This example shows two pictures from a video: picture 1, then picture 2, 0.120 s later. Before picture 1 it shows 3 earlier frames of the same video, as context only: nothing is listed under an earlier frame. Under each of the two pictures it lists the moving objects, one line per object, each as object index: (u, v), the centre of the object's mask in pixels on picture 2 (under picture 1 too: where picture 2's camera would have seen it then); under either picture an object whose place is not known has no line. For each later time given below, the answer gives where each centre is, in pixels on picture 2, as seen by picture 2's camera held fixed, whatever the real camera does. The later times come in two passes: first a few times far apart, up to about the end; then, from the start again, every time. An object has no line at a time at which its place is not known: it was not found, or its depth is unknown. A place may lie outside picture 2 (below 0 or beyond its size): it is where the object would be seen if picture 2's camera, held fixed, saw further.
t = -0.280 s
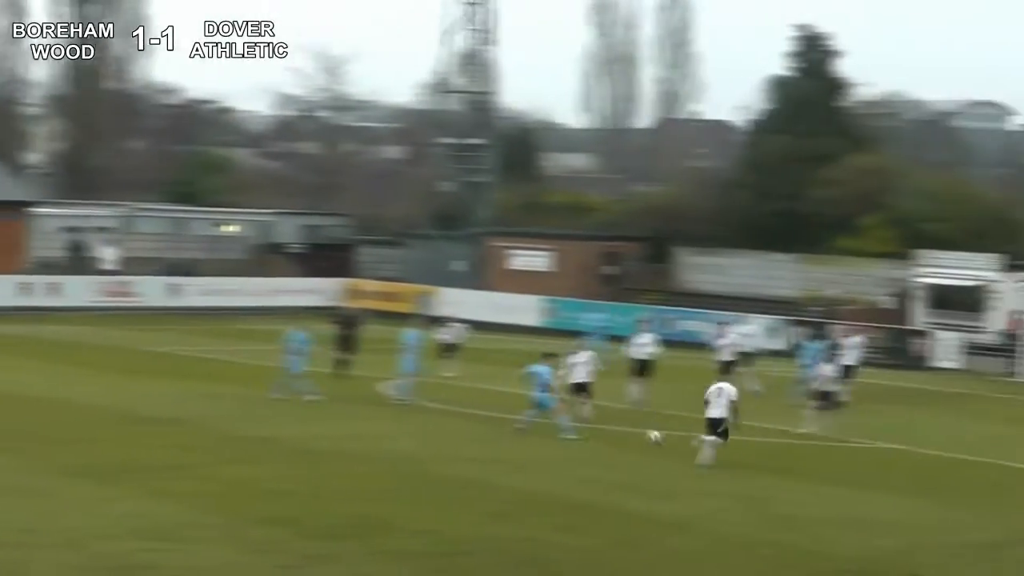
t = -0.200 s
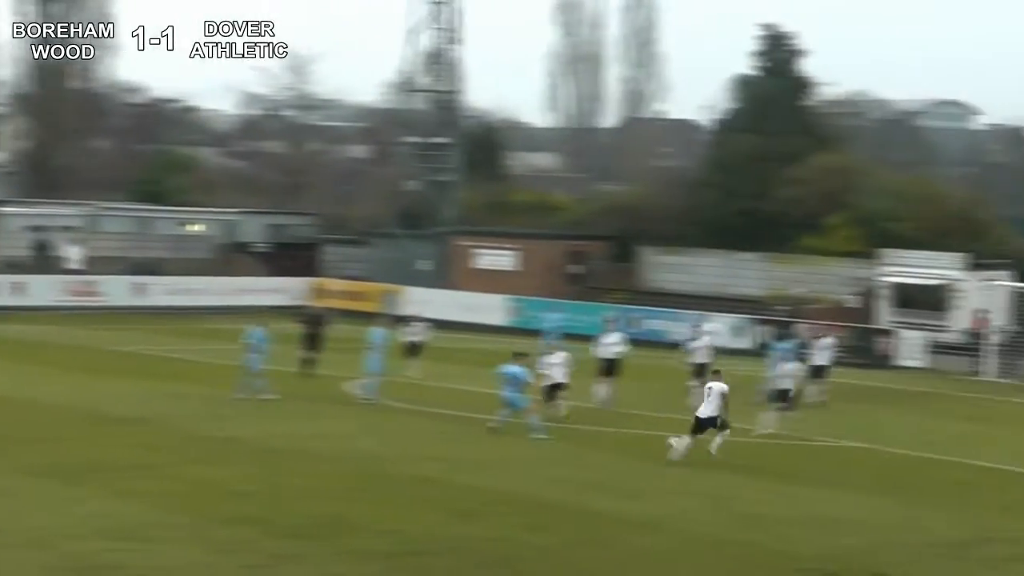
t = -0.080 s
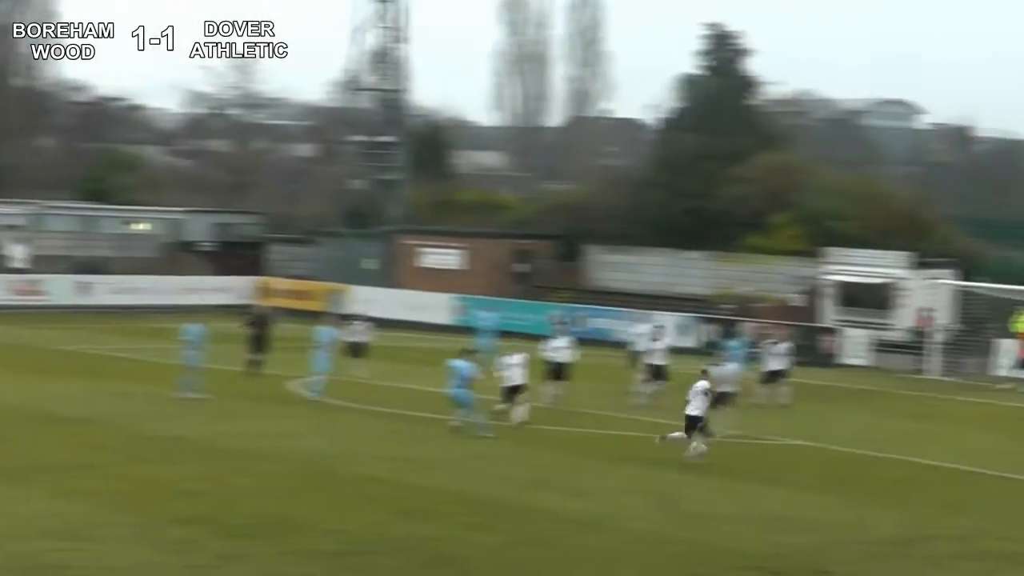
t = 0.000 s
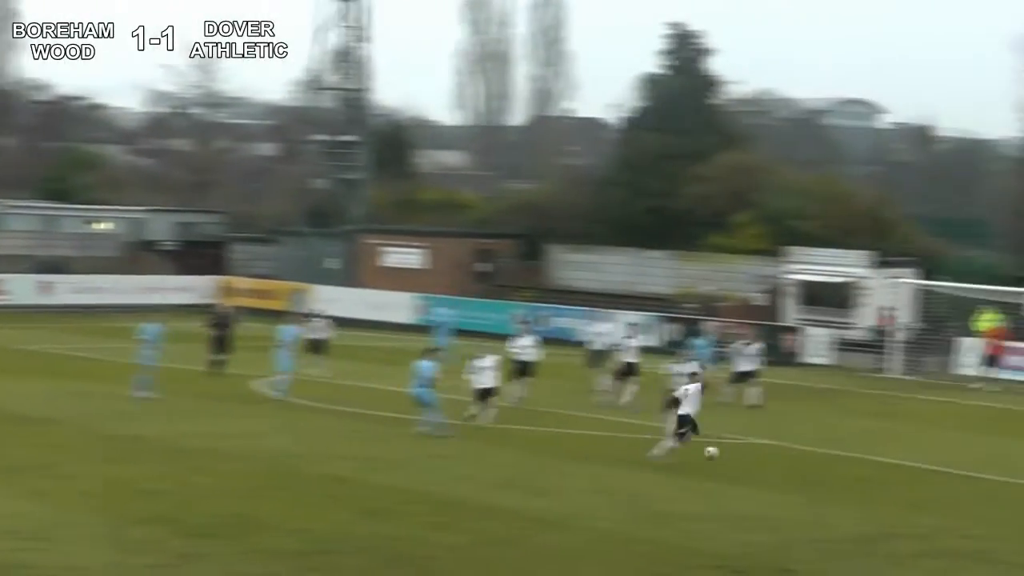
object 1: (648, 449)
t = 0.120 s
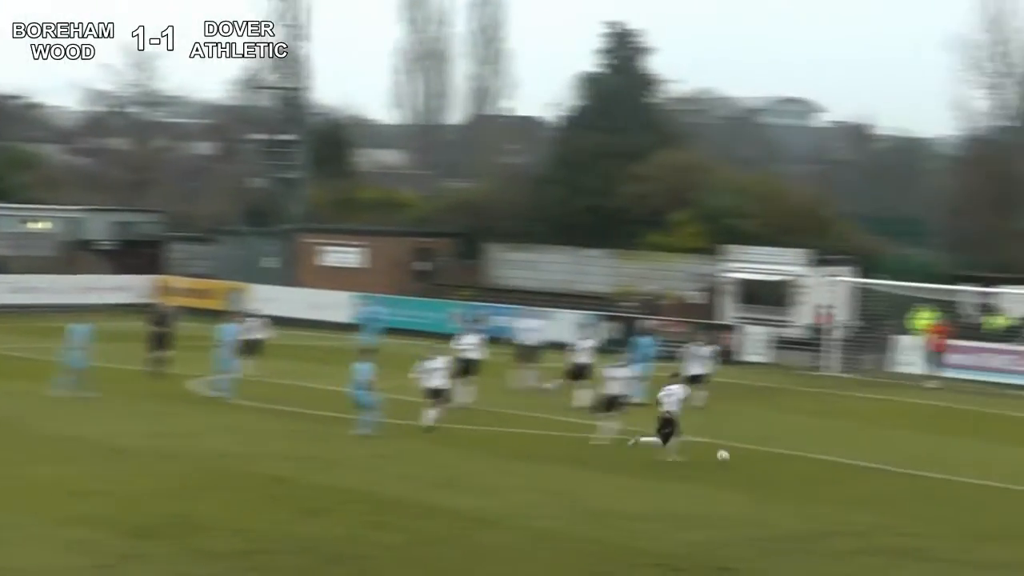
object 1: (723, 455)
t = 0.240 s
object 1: (796, 468)
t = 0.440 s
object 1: (894, 482)
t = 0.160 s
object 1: (747, 462)
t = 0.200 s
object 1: (773, 466)
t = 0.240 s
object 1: (796, 468)
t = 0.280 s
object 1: (816, 472)
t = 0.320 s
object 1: (836, 474)
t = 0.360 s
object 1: (856, 477)
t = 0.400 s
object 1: (876, 479)
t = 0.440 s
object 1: (894, 482)
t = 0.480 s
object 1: (914, 481)
